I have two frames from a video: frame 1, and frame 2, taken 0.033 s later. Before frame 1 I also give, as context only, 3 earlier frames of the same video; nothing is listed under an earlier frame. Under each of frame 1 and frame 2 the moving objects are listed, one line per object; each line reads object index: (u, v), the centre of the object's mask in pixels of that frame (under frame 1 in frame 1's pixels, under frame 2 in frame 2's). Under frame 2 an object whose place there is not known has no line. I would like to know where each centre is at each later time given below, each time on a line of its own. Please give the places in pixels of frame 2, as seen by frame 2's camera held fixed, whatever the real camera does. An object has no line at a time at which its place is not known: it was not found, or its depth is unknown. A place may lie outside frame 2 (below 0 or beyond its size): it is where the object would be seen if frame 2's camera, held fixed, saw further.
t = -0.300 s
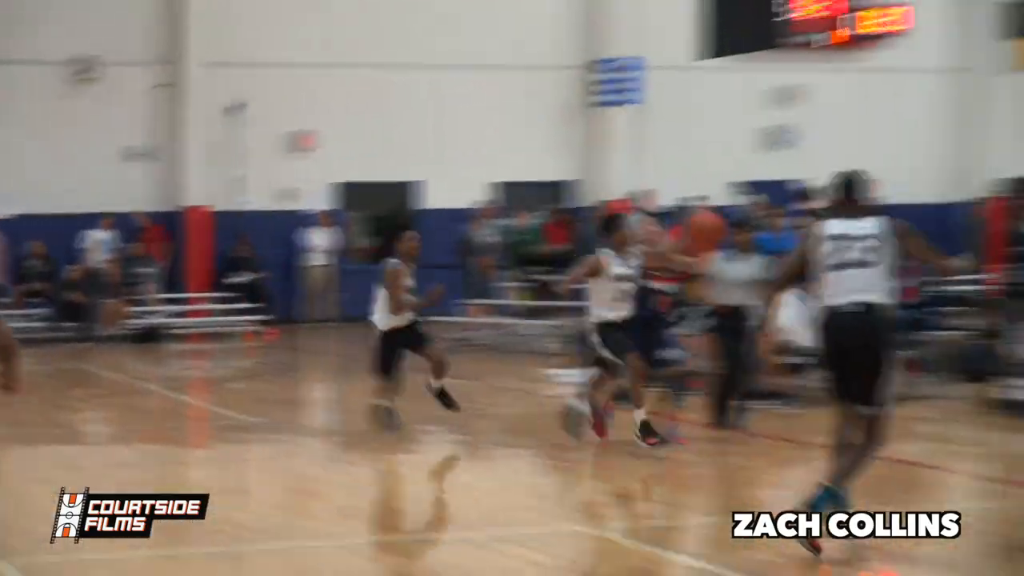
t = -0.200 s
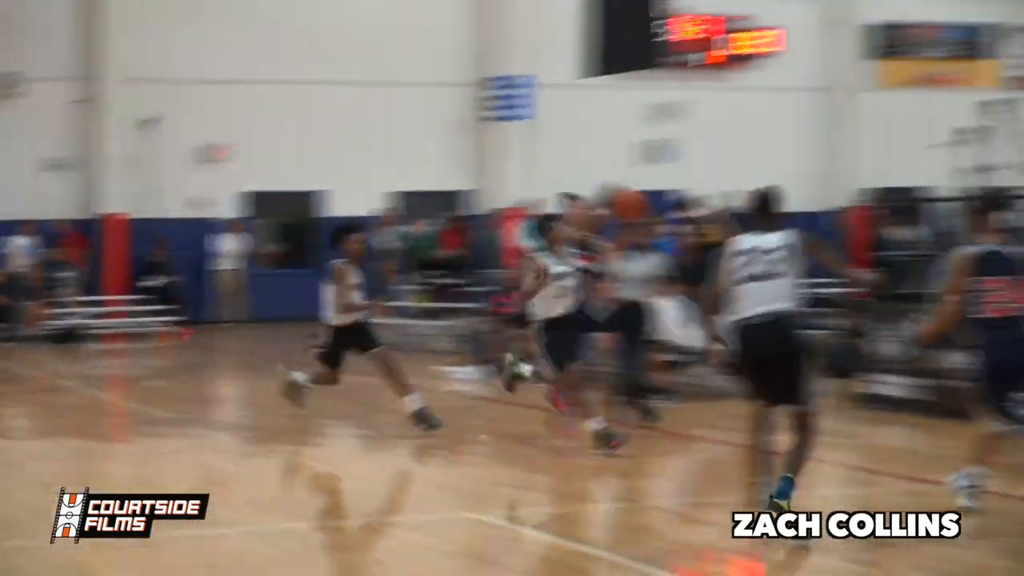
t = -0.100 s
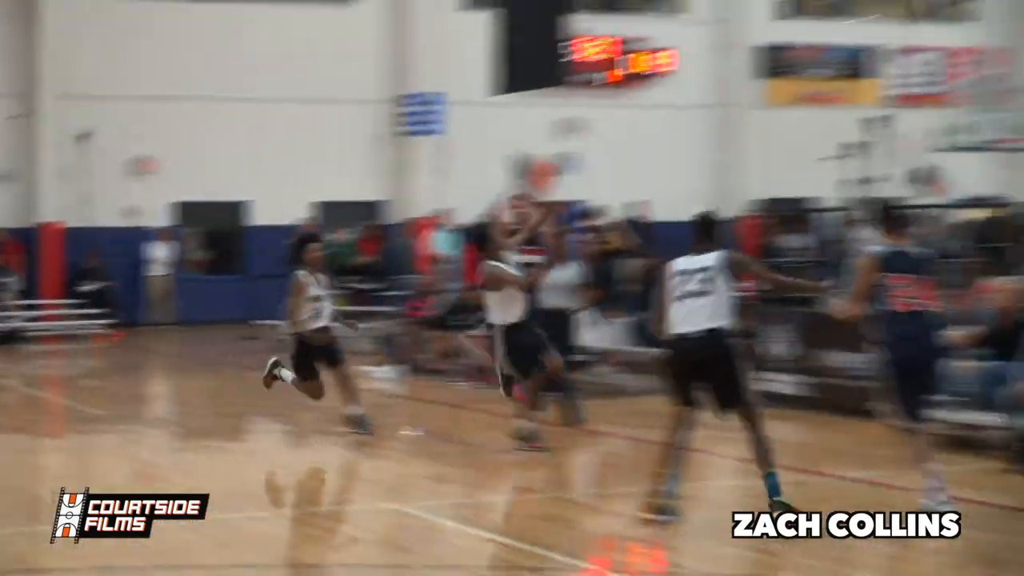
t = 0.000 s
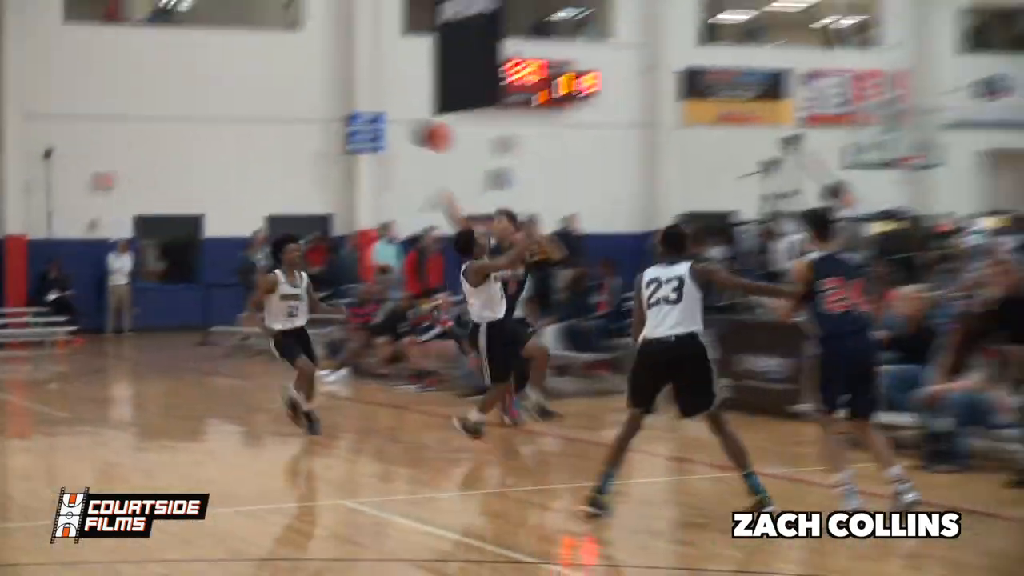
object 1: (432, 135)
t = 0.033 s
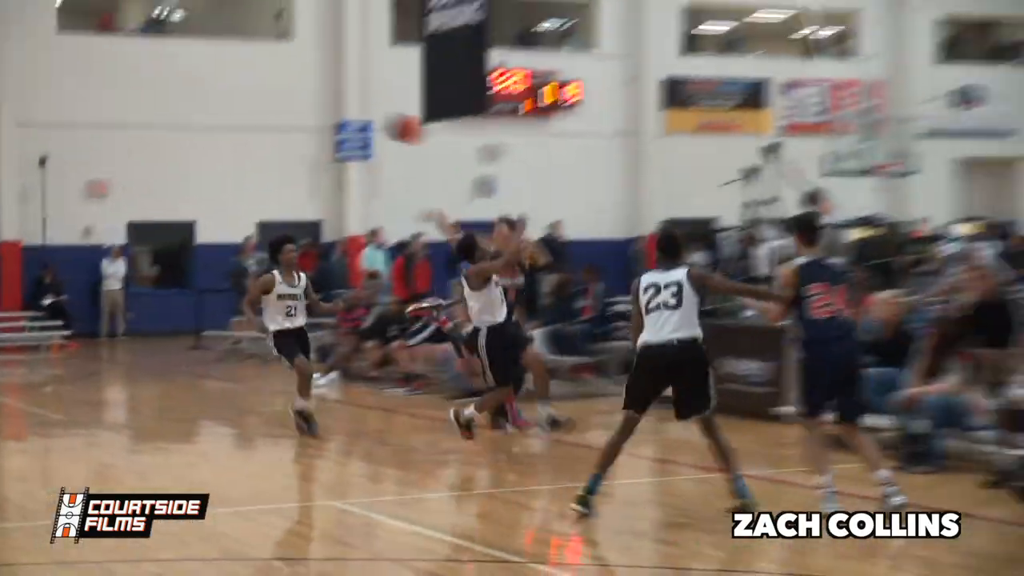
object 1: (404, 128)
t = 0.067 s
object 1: (390, 118)
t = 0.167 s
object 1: (346, 73)
